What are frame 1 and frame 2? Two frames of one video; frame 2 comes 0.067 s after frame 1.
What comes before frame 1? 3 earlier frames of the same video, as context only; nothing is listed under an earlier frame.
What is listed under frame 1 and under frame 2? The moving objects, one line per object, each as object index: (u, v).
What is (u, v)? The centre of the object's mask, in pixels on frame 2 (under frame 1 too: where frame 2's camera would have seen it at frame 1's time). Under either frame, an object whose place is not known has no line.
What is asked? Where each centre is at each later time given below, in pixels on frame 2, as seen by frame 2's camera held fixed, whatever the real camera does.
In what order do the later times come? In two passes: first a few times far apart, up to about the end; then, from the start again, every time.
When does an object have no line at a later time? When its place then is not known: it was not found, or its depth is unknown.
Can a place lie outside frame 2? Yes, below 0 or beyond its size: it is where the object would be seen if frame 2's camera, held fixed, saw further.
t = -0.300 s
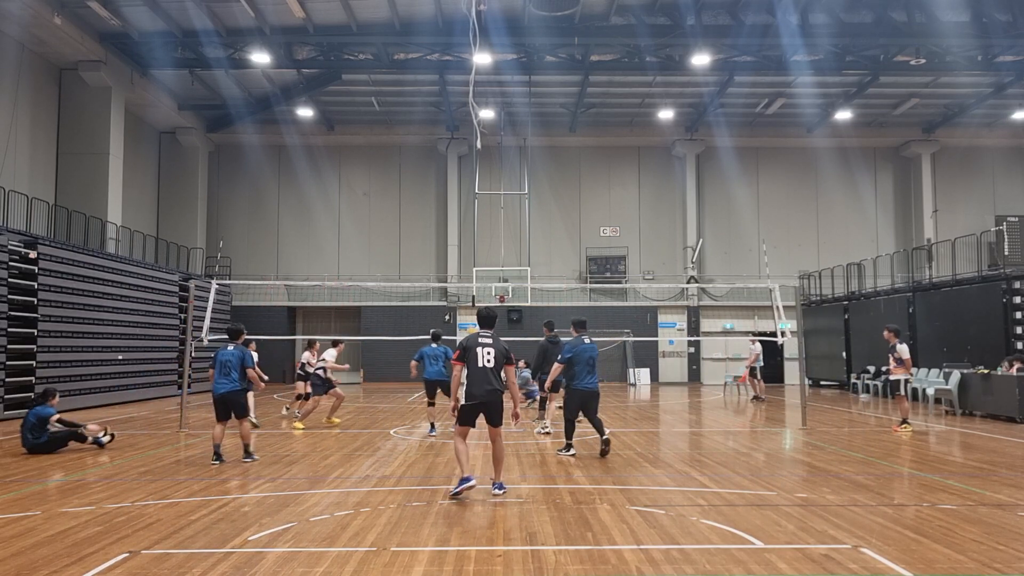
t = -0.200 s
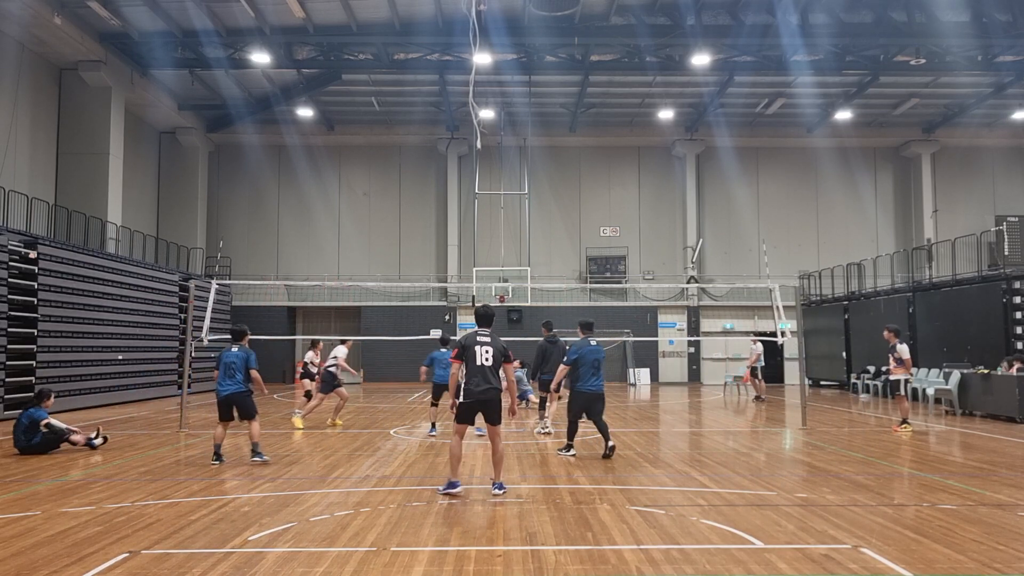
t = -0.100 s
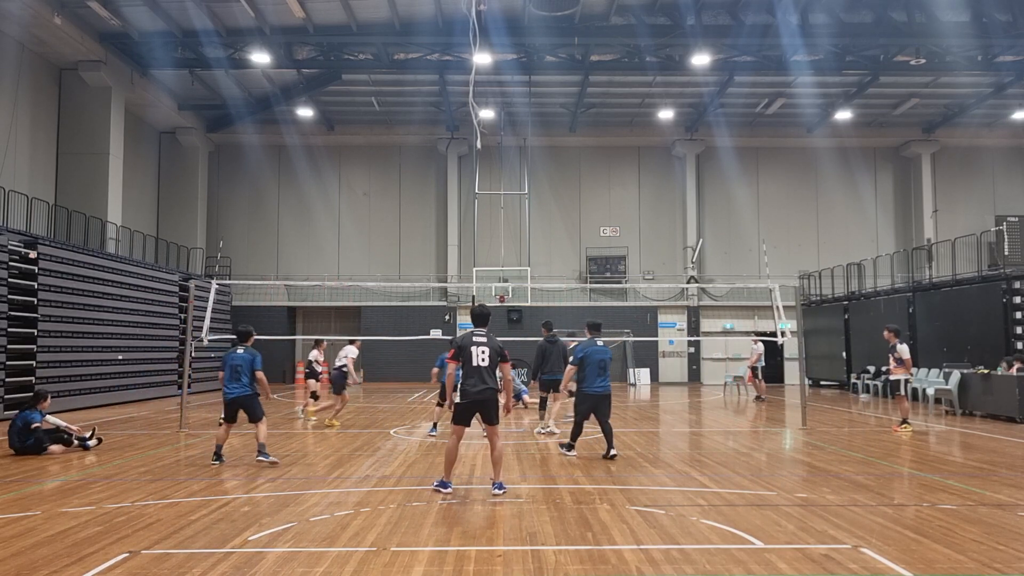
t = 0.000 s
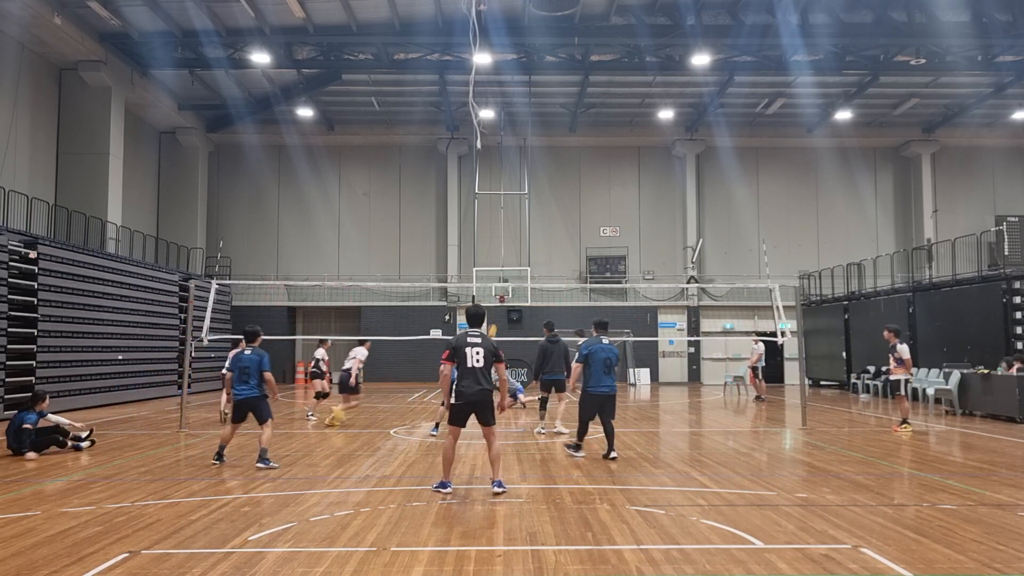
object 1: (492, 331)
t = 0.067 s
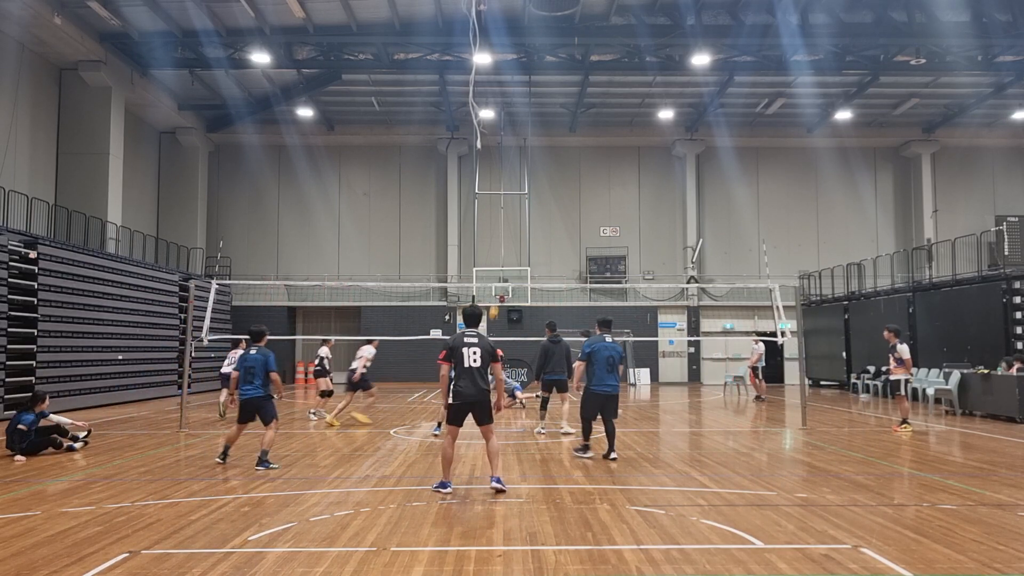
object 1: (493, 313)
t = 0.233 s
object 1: (498, 268)
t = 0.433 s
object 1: (505, 233)
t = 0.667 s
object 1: (513, 212)
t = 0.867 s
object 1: (522, 214)
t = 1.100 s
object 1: (534, 244)
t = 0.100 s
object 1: (494, 303)
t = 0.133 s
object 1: (495, 294)
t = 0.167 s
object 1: (496, 284)
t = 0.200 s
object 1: (498, 277)
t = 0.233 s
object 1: (498, 268)
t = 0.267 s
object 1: (499, 262)
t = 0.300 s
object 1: (500, 255)
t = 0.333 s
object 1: (501, 249)
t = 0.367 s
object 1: (502, 243)
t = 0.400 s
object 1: (503, 238)
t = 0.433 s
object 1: (505, 233)
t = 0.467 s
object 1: (506, 228)
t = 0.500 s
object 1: (507, 224)
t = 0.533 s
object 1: (508, 221)
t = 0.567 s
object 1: (510, 218)
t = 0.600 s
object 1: (511, 215)
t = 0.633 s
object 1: (512, 213)
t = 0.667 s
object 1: (513, 212)
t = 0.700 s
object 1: (515, 211)
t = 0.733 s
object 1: (516, 211)
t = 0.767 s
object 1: (518, 211)
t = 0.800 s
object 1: (519, 211)
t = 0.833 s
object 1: (520, 213)
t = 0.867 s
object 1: (522, 214)
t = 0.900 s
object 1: (524, 216)
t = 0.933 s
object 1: (525, 219)
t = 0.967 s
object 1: (527, 223)
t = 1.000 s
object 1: (529, 227)
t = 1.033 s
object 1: (530, 232)
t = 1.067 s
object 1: (532, 237)
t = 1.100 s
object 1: (534, 244)
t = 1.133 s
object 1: (535, 250)
